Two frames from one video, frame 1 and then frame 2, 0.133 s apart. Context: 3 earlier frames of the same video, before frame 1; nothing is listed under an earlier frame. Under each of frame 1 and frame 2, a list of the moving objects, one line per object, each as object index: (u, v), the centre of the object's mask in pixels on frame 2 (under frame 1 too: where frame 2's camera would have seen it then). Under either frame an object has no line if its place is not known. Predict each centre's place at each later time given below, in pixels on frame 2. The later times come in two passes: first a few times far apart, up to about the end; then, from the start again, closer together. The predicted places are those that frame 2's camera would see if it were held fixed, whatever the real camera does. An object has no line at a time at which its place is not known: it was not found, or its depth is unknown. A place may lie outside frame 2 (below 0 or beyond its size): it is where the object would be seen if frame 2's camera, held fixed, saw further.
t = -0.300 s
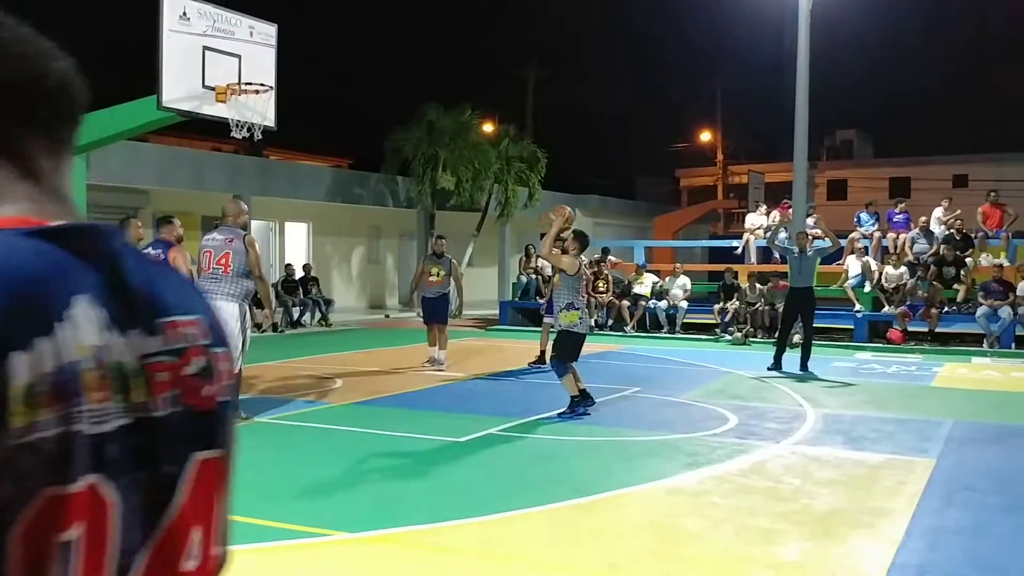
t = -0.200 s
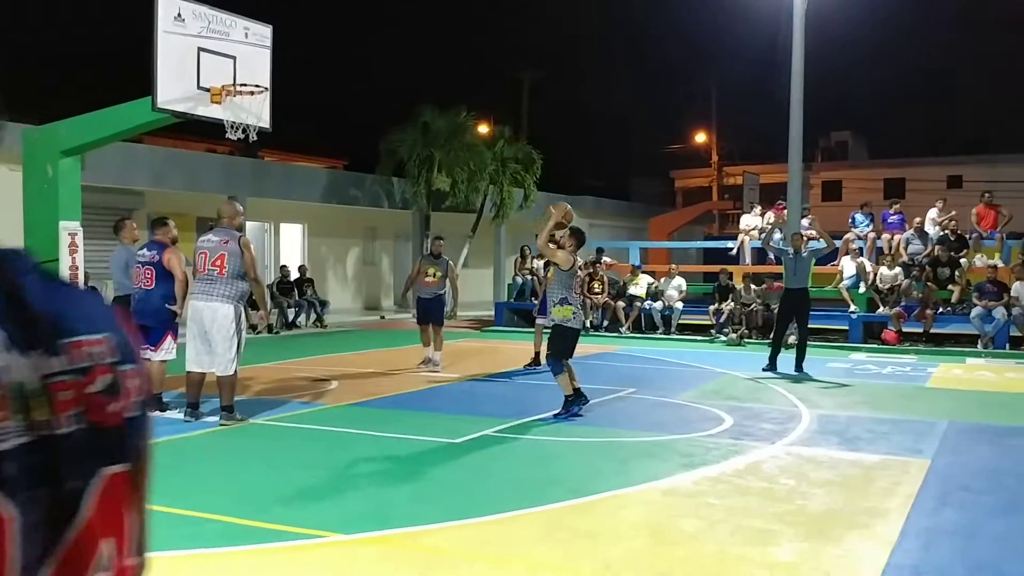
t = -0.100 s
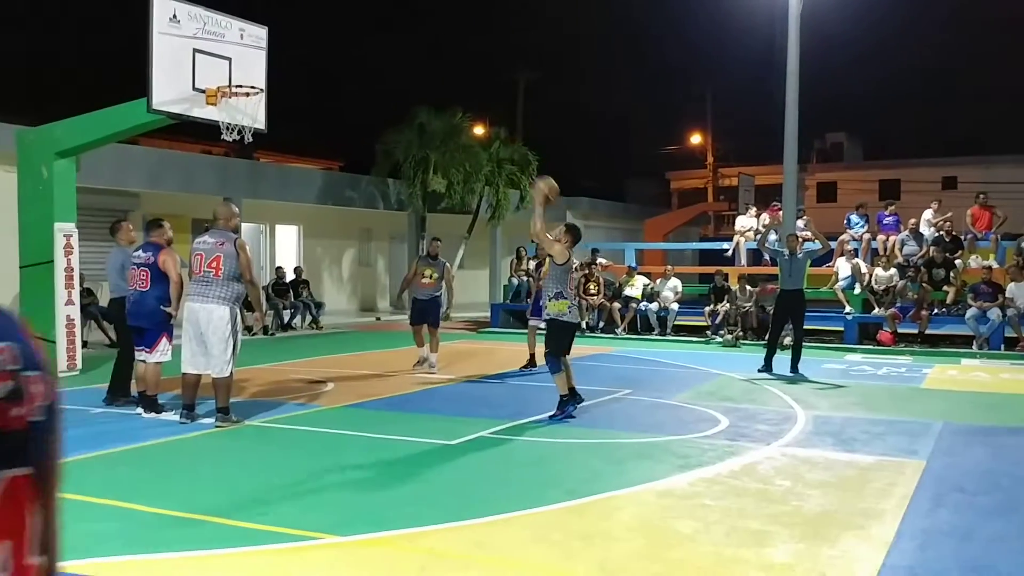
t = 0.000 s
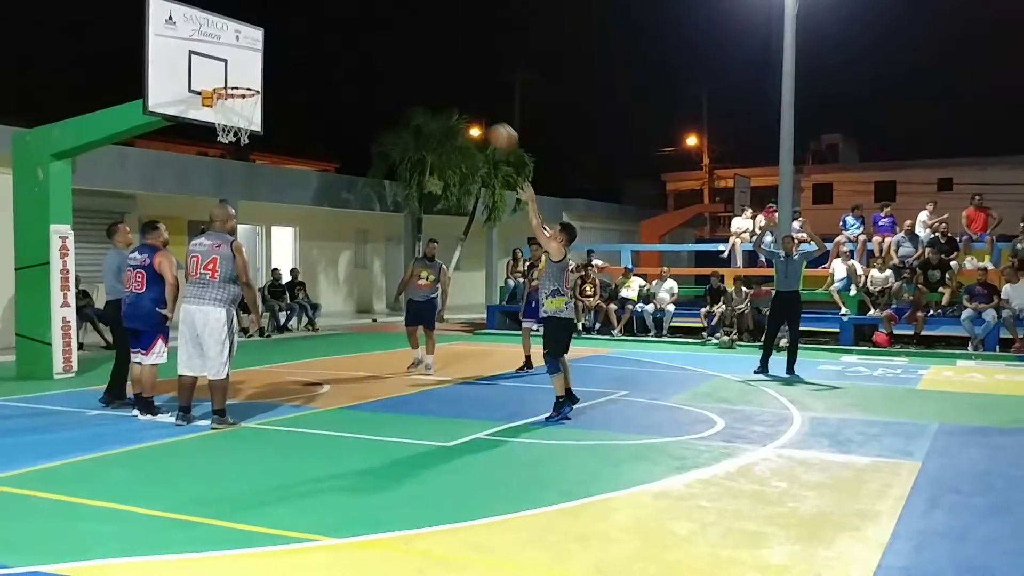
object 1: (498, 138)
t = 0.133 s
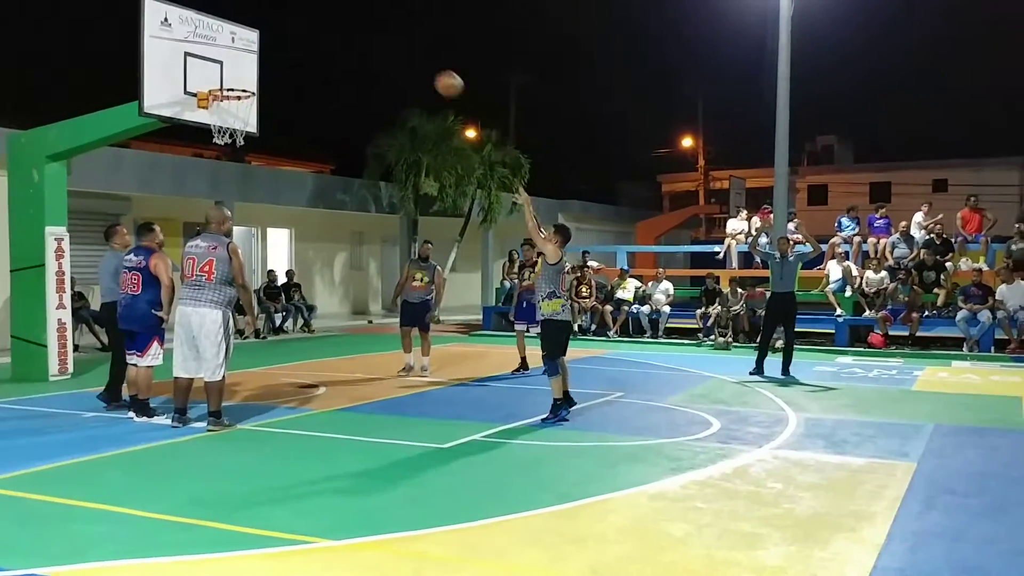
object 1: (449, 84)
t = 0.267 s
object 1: (400, 49)
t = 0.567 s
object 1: (299, 37)
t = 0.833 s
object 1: (220, 99)
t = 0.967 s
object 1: (239, 148)
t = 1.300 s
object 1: (285, 332)
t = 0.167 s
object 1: (436, 73)
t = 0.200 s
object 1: (424, 64)
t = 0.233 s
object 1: (412, 56)
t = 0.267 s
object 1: (400, 49)
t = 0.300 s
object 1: (388, 43)
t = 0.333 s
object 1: (376, 38)
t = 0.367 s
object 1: (365, 35)
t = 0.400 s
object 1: (354, 32)
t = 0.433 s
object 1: (342, 31)
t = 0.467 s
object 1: (331, 31)
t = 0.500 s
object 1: (321, 32)
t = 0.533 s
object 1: (310, 34)
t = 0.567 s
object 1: (299, 37)
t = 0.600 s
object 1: (289, 42)
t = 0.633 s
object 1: (278, 47)
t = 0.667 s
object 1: (269, 53)
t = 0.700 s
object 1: (259, 60)
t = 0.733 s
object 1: (249, 68)
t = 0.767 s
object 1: (238, 77)
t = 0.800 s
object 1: (227, 85)
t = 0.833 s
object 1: (220, 99)
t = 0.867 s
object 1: (224, 110)
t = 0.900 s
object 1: (229, 122)
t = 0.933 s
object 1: (236, 136)
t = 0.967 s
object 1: (239, 148)
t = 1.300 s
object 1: (285, 332)
